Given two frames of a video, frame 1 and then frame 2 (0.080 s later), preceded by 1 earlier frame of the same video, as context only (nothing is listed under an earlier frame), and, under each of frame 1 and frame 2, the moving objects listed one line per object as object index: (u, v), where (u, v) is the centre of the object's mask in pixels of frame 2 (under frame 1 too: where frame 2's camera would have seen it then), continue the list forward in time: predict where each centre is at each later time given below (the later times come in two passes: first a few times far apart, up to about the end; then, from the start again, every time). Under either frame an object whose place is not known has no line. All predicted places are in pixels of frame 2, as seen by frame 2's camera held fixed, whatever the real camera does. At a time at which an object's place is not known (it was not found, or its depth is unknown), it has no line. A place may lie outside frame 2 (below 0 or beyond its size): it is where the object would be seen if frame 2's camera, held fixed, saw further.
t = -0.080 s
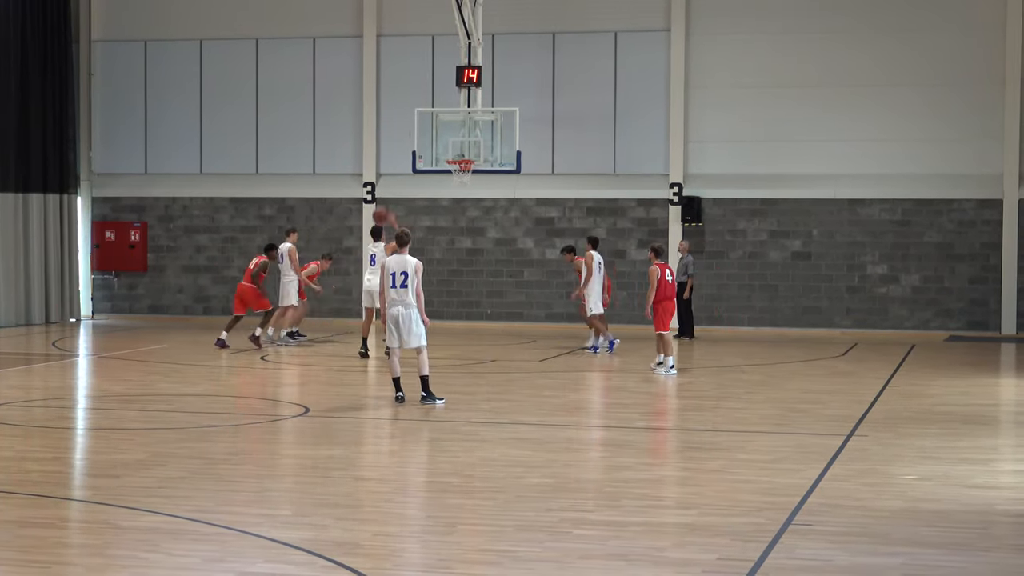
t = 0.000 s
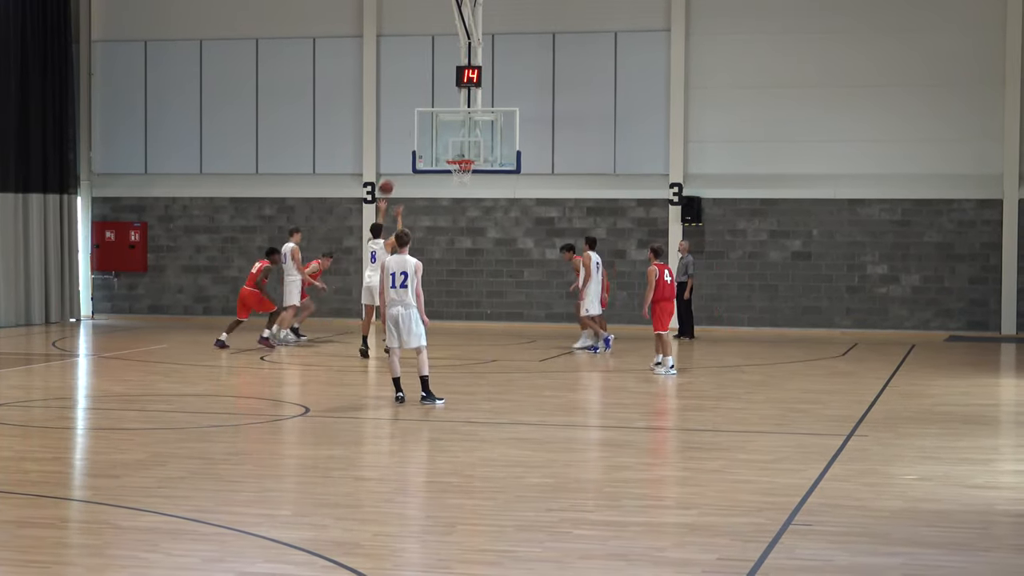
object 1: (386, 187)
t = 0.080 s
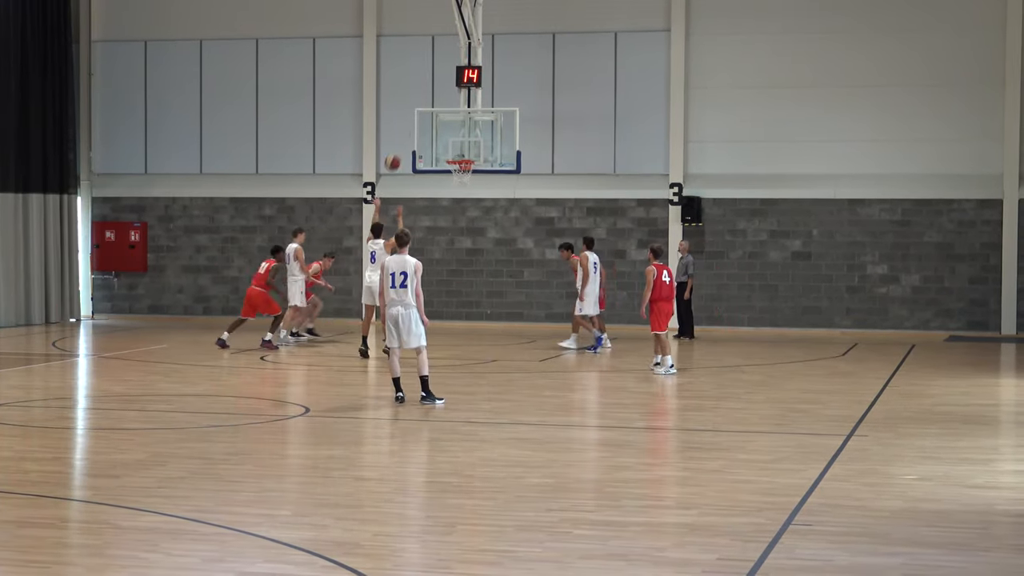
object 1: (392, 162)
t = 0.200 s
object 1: (402, 134)
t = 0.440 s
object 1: (422, 106)
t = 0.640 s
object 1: (436, 111)
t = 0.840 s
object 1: (450, 138)
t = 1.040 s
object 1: (464, 182)
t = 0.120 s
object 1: (395, 152)
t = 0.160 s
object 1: (399, 142)
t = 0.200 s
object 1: (402, 134)
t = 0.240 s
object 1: (406, 127)
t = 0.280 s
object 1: (409, 121)
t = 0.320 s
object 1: (413, 115)
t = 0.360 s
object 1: (416, 111)
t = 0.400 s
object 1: (419, 108)
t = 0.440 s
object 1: (422, 106)
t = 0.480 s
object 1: (425, 105)
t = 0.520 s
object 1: (428, 105)
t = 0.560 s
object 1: (431, 106)
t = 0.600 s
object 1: (434, 108)
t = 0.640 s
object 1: (436, 111)
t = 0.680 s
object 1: (439, 114)
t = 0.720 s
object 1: (442, 119)
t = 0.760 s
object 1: (445, 124)
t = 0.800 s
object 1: (448, 131)
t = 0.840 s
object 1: (450, 138)
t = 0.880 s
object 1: (453, 145)
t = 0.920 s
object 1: (455, 154)
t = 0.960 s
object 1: (459, 164)
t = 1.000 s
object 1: (463, 170)
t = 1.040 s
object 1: (464, 182)
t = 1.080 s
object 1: (467, 187)
